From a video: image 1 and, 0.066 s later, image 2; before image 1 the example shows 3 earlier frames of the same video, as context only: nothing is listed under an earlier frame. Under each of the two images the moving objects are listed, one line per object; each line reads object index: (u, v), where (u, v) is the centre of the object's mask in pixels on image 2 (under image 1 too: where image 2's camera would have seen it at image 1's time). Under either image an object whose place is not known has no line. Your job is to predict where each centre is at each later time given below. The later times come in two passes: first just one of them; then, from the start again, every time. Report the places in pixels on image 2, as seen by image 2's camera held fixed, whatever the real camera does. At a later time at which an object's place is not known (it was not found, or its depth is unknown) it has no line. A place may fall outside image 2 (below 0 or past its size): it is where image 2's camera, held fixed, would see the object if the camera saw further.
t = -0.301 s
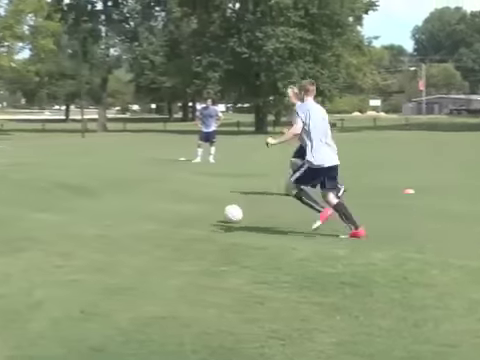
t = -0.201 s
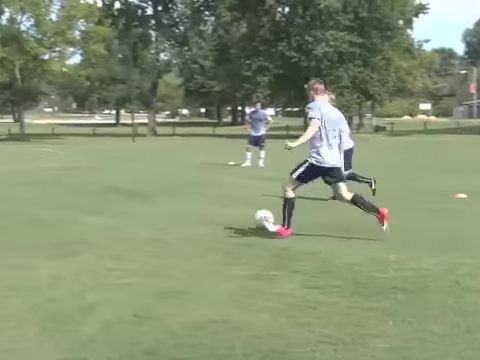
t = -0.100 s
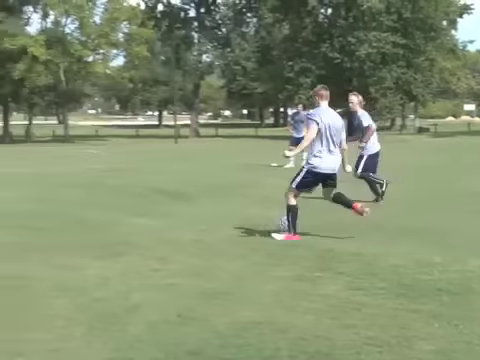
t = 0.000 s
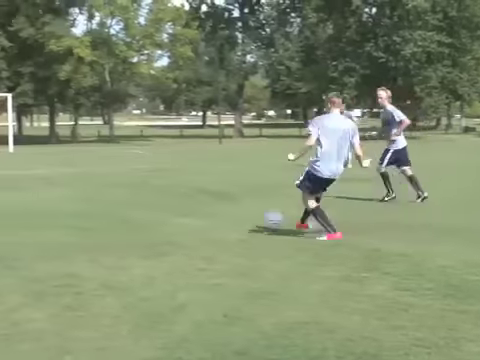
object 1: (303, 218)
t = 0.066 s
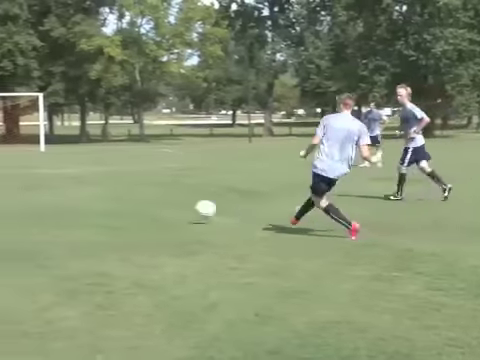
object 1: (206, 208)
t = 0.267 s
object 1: (-25, 201)
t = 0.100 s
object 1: (161, 206)
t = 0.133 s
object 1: (119, 204)
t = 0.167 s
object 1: (80, 202)
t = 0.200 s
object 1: (43, 202)
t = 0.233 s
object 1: (7, 203)
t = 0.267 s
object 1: (-25, 201)
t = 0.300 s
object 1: (-54, 197)
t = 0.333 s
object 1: (-82, 194)
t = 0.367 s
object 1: (-110, 192)
